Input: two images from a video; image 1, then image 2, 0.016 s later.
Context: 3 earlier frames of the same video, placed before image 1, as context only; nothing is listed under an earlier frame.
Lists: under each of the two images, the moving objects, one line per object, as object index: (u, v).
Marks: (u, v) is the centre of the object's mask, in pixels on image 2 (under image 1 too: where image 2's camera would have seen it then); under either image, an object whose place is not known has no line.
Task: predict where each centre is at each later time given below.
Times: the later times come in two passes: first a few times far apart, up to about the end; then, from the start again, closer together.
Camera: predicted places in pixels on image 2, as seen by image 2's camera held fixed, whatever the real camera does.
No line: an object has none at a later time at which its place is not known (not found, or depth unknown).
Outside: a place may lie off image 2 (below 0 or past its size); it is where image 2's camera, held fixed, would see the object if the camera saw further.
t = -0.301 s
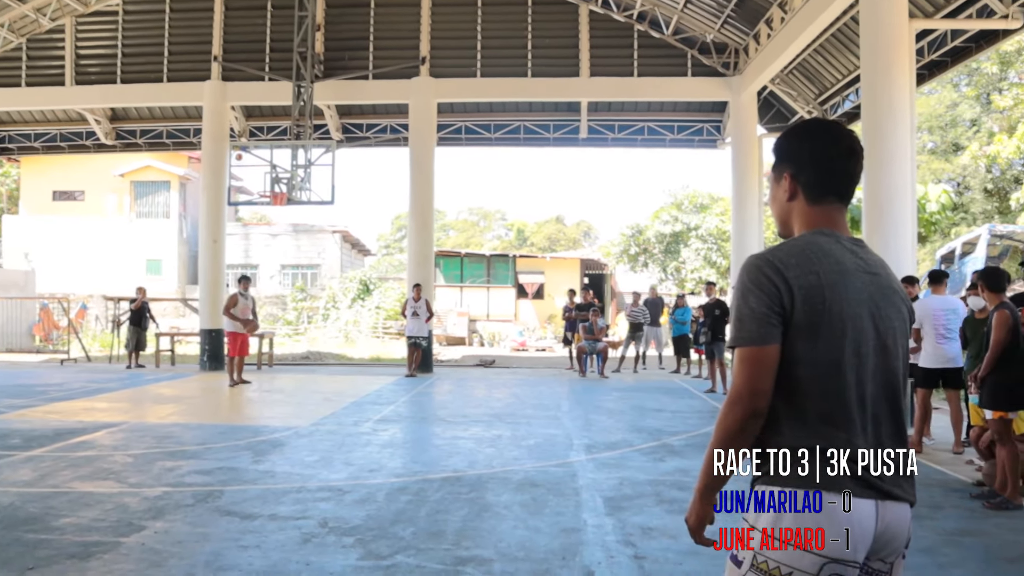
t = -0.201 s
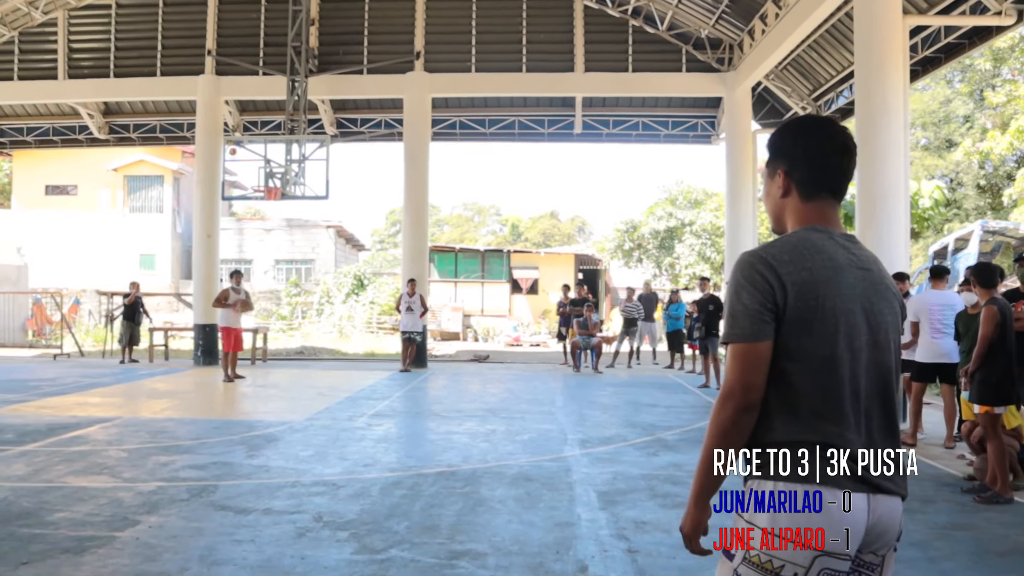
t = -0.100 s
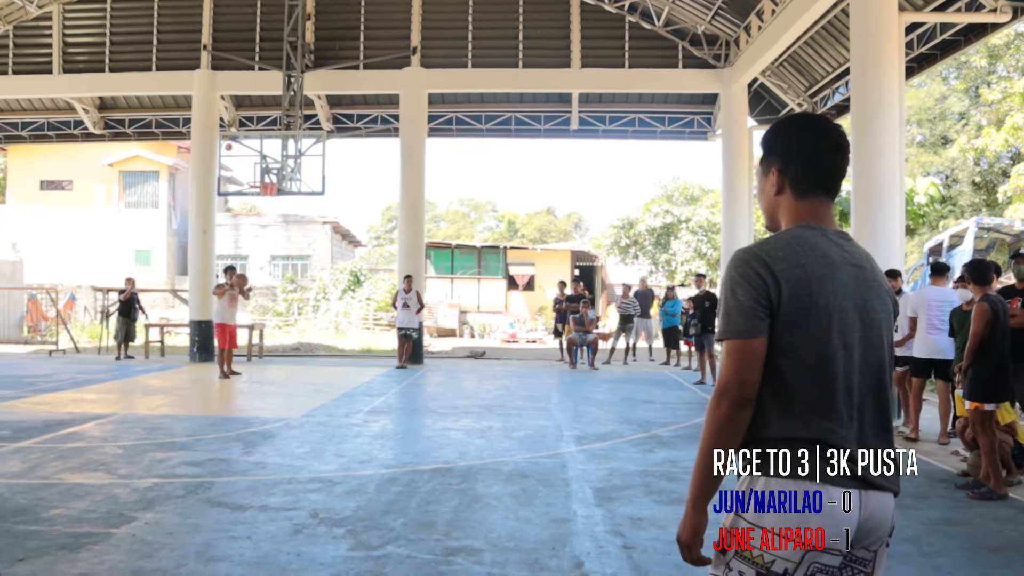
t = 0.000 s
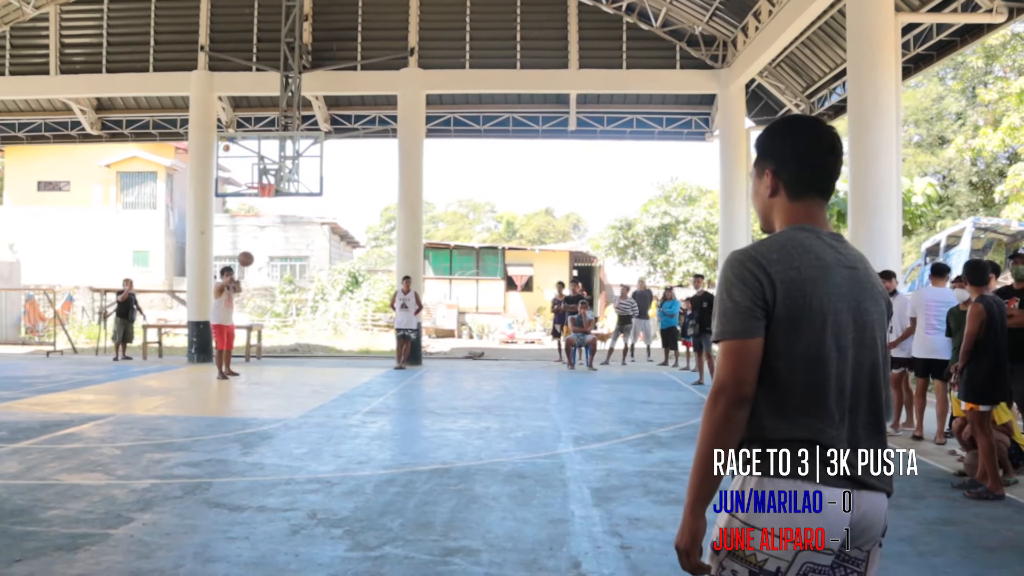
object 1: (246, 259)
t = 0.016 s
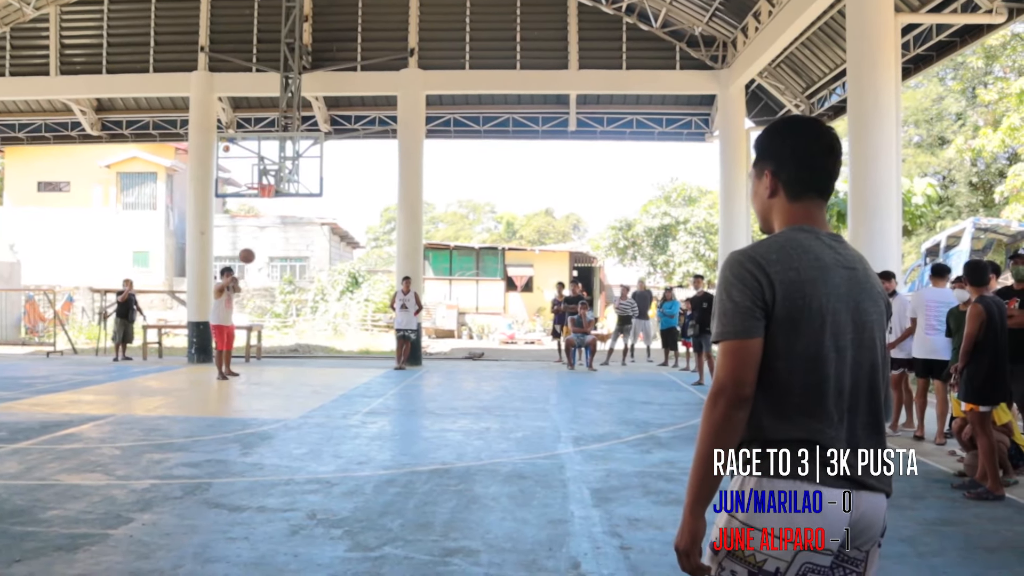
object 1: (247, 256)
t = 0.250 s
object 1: (266, 221)
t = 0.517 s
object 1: (301, 228)
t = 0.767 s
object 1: (357, 327)
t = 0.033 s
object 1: (247, 253)
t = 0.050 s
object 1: (249, 250)
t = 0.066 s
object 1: (250, 246)
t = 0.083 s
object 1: (252, 243)
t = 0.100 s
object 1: (253, 240)
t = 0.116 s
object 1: (254, 238)
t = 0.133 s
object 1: (256, 235)
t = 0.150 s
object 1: (257, 232)
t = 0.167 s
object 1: (258, 230)
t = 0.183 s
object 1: (260, 228)
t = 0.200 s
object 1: (261, 226)
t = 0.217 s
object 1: (263, 224)
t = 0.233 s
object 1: (265, 222)
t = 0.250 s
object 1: (266, 221)
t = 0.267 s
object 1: (268, 220)
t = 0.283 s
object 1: (270, 219)
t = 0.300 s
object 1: (272, 218)
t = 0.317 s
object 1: (274, 217)
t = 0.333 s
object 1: (275, 217)
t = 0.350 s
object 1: (277, 217)
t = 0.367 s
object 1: (279, 216)
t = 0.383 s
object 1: (281, 217)
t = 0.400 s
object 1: (283, 217)
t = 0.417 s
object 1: (286, 218)
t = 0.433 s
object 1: (288, 219)
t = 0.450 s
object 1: (290, 220)
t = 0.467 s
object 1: (293, 221)
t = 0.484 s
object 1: (295, 223)
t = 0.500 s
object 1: (298, 226)
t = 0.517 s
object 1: (301, 228)
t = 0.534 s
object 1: (303, 231)
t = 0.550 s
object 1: (306, 234)
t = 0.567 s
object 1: (309, 238)
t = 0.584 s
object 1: (313, 243)
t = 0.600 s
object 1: (316, 247)
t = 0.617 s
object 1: (319, 253)
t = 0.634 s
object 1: (323, 258)
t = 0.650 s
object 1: (327, 265)
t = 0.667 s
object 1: (330, 272)
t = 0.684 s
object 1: (335, 279)
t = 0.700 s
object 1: (339, 287)
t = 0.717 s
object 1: (343, 296)
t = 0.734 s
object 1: (347, 305)
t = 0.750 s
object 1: (353, 316)
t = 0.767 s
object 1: (357, 327)
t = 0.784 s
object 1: (362, 340)
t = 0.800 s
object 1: (369, 353)
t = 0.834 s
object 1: (383, 381)
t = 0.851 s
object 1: (391, 398)
